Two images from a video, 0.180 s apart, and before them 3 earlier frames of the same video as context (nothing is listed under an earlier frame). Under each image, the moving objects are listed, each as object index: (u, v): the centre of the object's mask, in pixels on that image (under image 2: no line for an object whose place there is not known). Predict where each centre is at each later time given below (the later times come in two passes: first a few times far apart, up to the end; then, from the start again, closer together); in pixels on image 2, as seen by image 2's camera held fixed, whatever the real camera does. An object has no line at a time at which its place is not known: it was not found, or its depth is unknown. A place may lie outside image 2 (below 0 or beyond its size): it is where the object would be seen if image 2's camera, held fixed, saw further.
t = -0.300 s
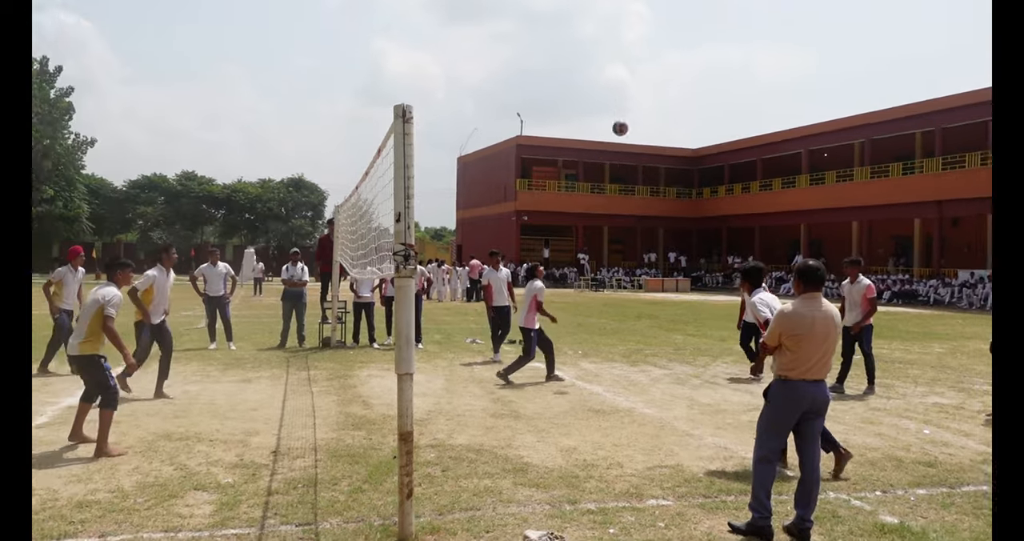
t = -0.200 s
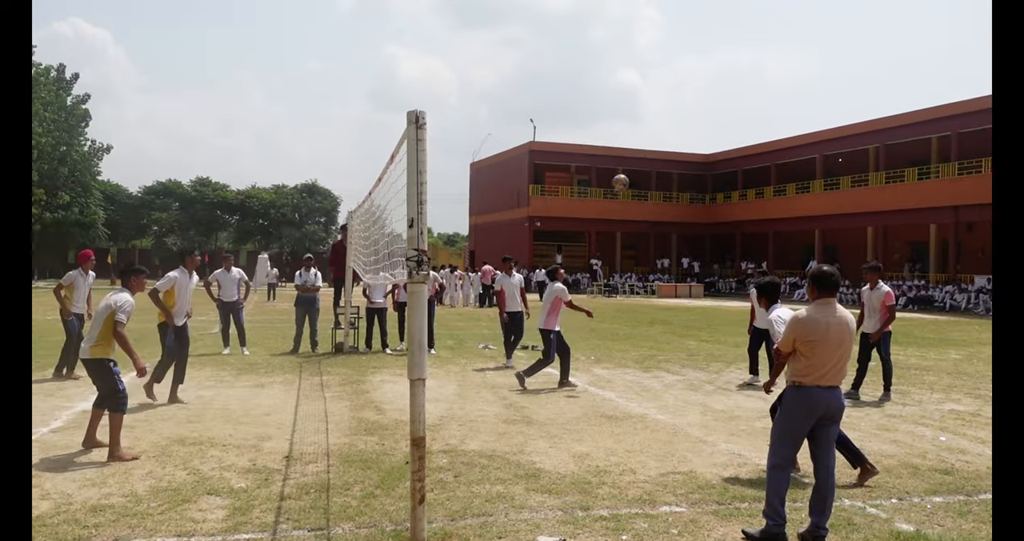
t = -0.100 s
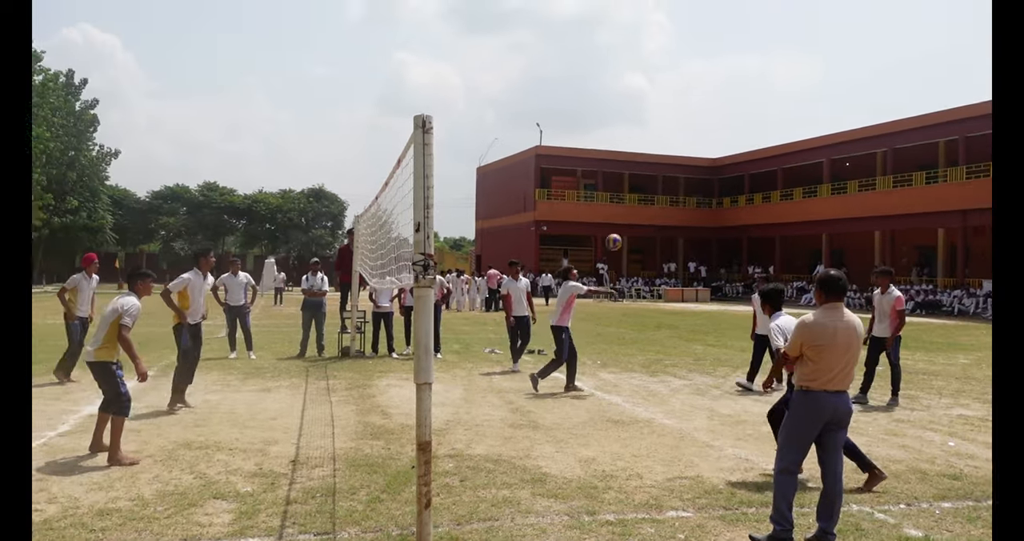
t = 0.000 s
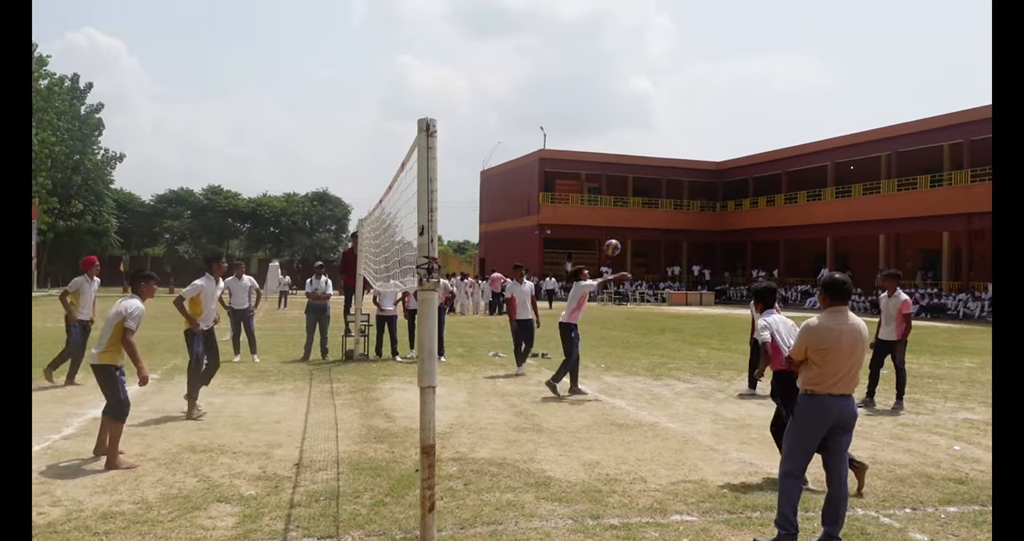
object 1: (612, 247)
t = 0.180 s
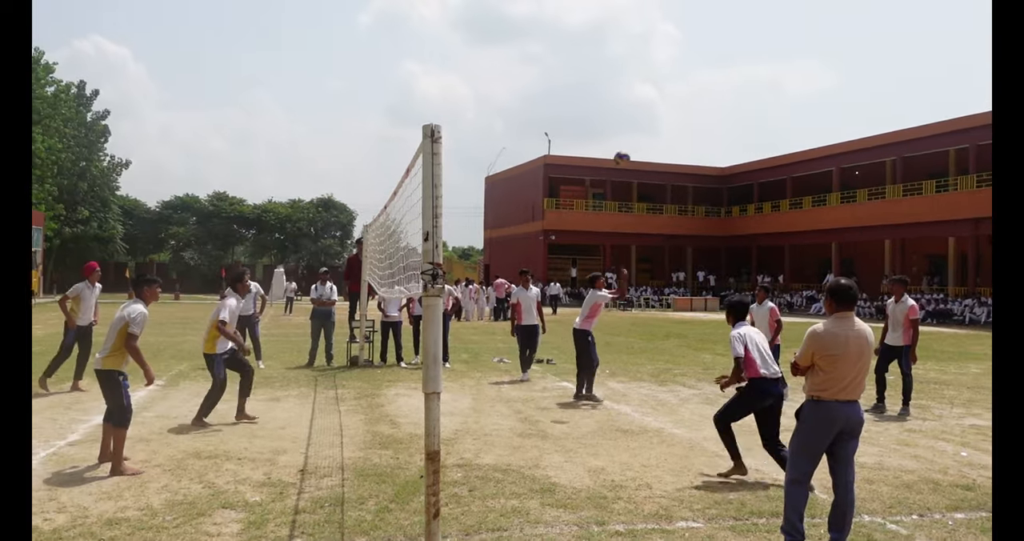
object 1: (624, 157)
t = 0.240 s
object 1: (625, 131)
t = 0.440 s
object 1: (627, 56)
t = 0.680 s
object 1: (630, 1)
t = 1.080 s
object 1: (634, 18)
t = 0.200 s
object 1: (623, 149)
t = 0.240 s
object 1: (625, 131)
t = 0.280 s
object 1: (626, 114)
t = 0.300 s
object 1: (626, 107)
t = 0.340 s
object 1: (627, 91)
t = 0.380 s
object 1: (627, 76)
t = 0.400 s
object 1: (626, 69)
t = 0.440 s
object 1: (627, 56)
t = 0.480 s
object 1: (627, 44)
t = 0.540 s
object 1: (628, 28)
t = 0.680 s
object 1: (630, 1)
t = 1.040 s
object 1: (635, 10)
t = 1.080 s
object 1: (634, 18)
